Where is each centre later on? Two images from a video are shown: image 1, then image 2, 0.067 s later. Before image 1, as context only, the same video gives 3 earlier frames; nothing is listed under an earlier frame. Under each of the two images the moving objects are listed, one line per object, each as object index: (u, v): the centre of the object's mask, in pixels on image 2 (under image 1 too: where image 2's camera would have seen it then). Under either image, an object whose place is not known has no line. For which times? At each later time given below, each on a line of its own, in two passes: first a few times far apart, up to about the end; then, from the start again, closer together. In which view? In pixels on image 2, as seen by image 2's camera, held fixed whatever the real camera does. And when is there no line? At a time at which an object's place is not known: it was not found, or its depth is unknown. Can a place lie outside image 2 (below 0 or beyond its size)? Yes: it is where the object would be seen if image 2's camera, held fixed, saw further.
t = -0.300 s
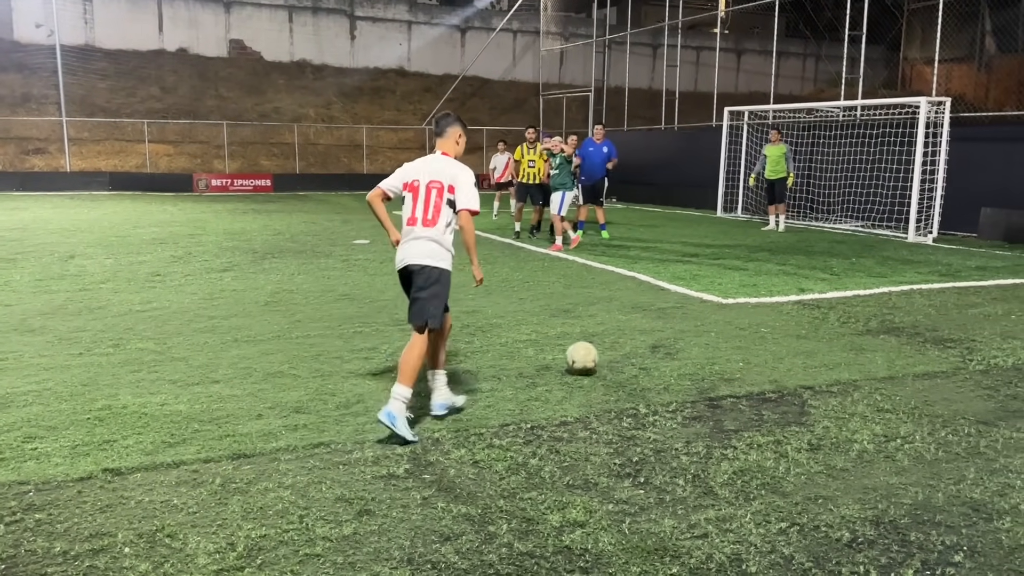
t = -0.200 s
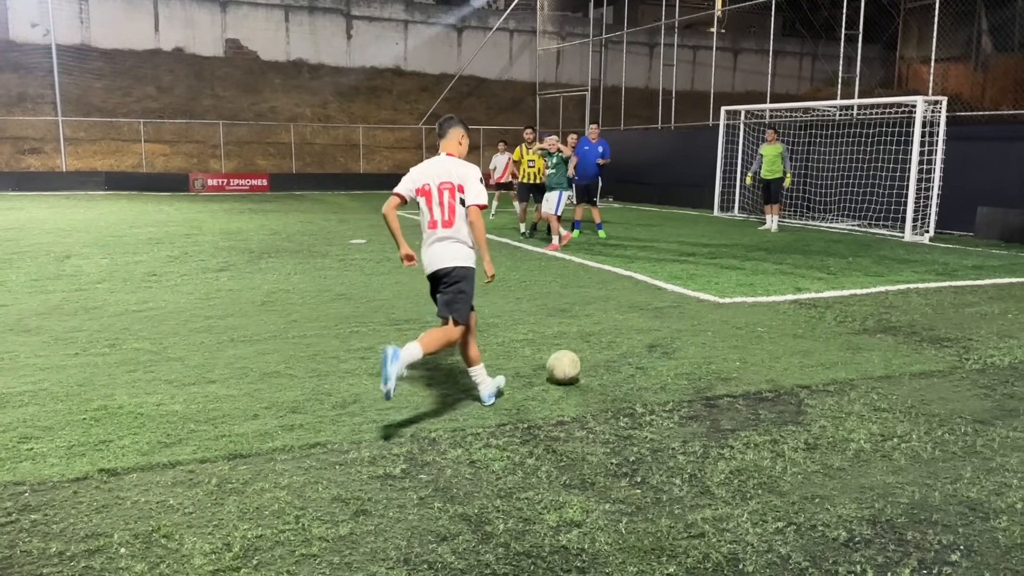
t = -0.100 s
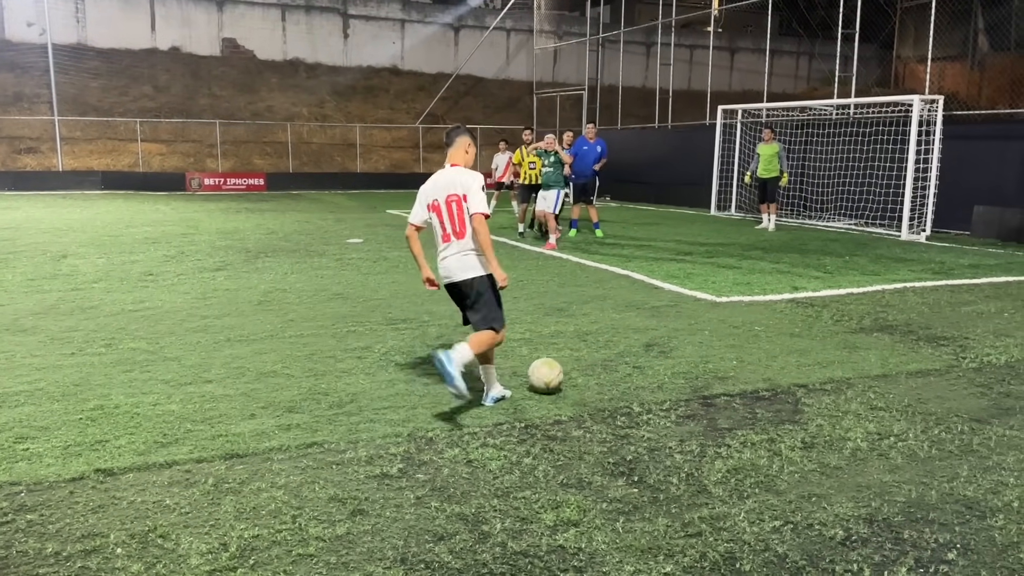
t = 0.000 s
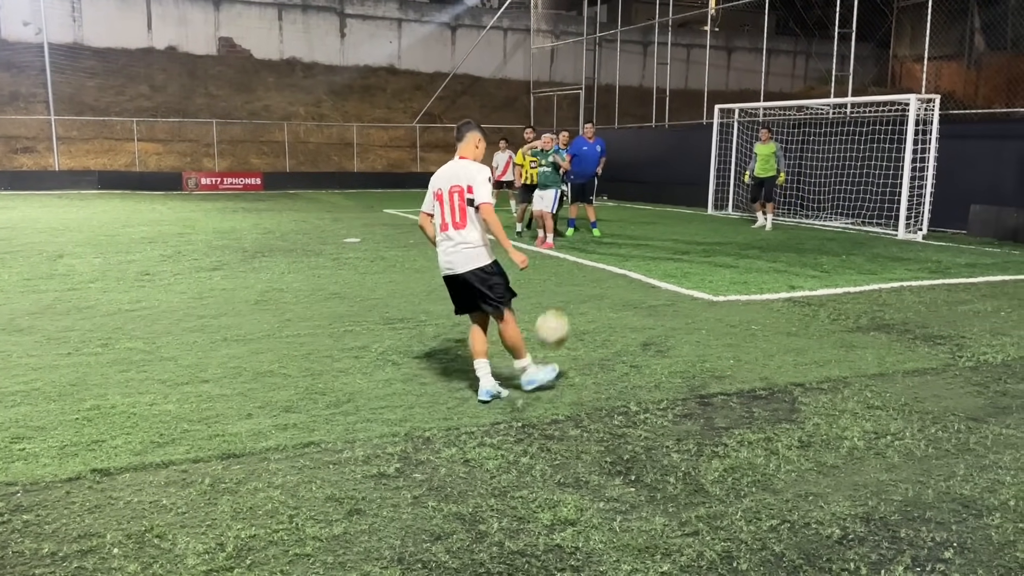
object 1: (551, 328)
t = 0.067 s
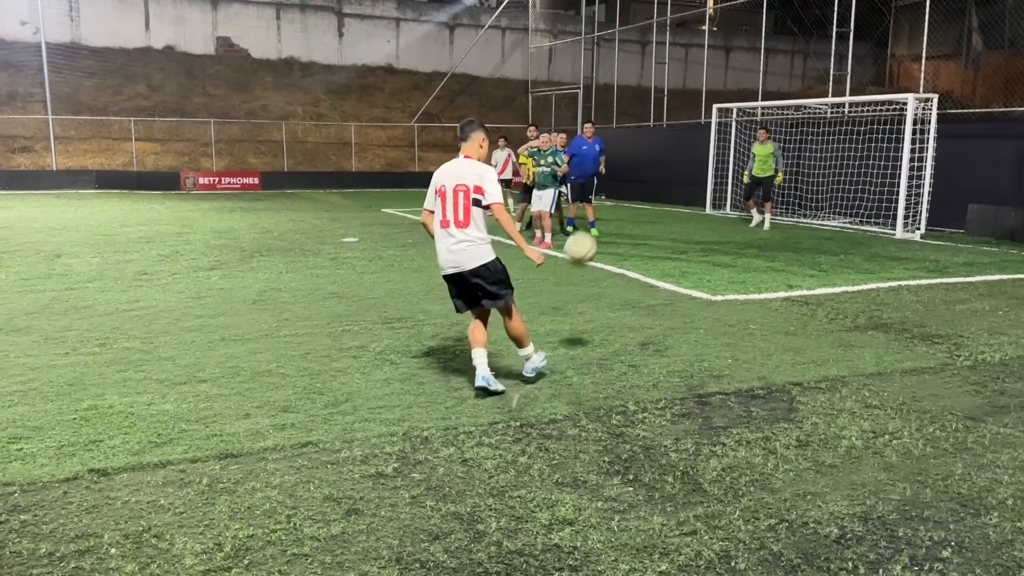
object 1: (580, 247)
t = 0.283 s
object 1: (647, 85)
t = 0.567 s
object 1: (695, 13)
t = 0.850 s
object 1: (720, 24)
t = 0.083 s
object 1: (587, 231)
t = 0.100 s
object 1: (593, 214)
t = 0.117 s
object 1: (599, 198)
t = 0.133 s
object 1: (605, 184)
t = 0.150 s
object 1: (610, 171)
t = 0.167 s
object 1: (616, 157)
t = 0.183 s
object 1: (621, 145)
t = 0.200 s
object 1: (625, 134)
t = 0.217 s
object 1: (630, 122)
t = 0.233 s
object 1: (635, 112)
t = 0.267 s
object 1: (643, 94)
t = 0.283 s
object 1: (647, 85)
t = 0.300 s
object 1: (651, 78)
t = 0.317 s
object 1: (655, 71)
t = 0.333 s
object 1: (658, 64)
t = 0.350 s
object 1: (662, 58)
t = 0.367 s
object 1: (665, 51)
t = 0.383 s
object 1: (668, 46)
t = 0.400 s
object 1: (671, 41)
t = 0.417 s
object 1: (674, 37)
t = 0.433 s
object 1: (677, 33)
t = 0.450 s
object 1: (679, 29)
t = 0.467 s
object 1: (682, 26)
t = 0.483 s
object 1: (684, 23)
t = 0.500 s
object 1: (687, 20)
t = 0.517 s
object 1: (689, 18)
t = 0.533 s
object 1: (691, 15)
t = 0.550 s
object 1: (693, 14)
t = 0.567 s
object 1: (695, 13)
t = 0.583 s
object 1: (697, 12)
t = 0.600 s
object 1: (700, 11)
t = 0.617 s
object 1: (701, 11)
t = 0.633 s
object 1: (702, 11)
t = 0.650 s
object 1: (704, 11)
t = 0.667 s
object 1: (705, 10)
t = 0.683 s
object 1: (707, 11)
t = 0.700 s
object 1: (709, 11)
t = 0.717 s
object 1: (710, 12)
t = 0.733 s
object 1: (711, 12)
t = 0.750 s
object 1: (713, 13)
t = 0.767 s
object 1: (714, 14)
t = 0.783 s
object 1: (715, 16)
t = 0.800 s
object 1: (716, 18)
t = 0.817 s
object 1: (717, 20)
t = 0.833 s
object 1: (718, 22)
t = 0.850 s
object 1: (720, 24)
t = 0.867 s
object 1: (720, 27)
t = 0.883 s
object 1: (721, 29)
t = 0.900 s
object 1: (722, 32)
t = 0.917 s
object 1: (723, 35)
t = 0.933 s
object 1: (723, 38)
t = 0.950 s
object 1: (724, 41)
